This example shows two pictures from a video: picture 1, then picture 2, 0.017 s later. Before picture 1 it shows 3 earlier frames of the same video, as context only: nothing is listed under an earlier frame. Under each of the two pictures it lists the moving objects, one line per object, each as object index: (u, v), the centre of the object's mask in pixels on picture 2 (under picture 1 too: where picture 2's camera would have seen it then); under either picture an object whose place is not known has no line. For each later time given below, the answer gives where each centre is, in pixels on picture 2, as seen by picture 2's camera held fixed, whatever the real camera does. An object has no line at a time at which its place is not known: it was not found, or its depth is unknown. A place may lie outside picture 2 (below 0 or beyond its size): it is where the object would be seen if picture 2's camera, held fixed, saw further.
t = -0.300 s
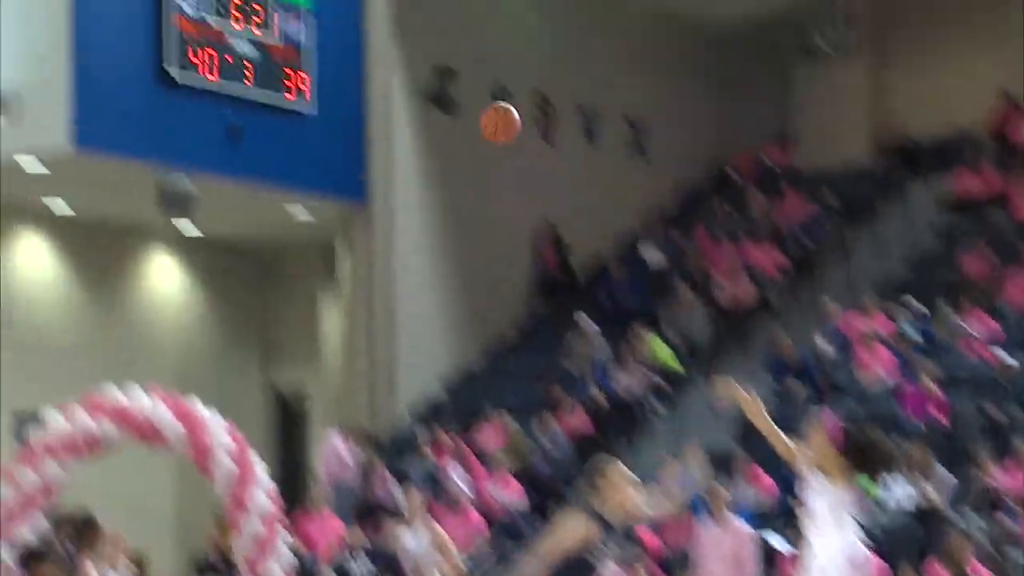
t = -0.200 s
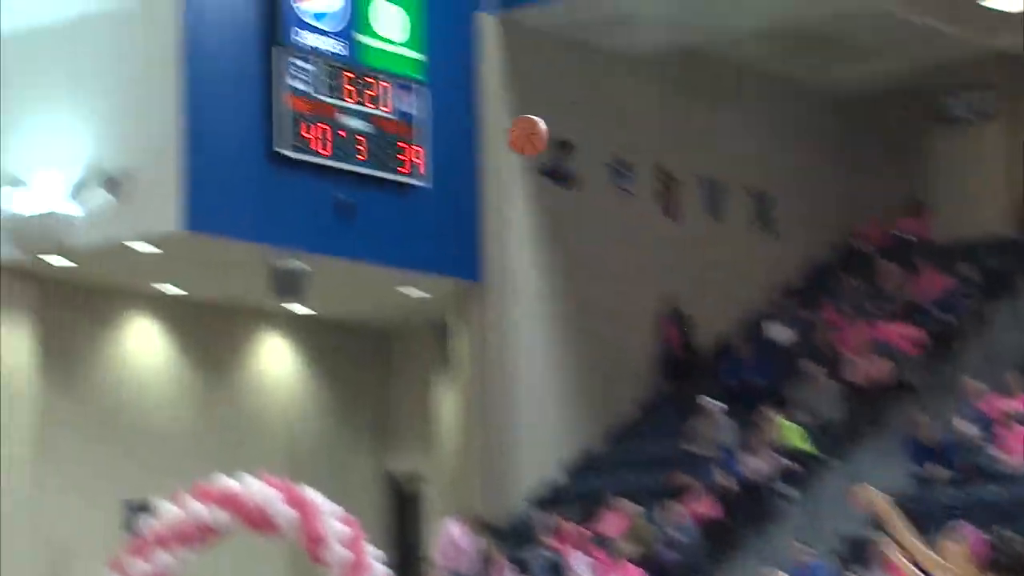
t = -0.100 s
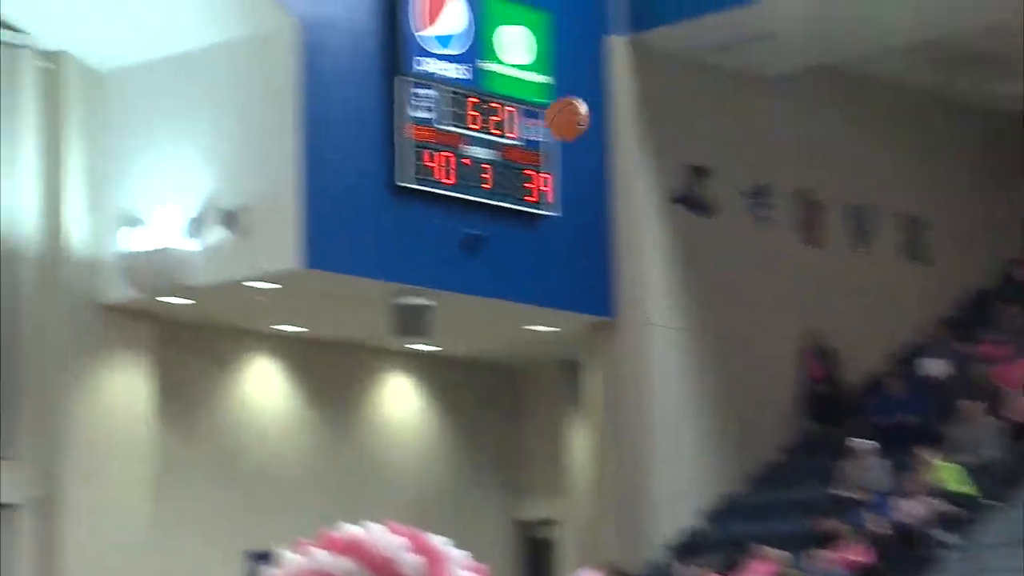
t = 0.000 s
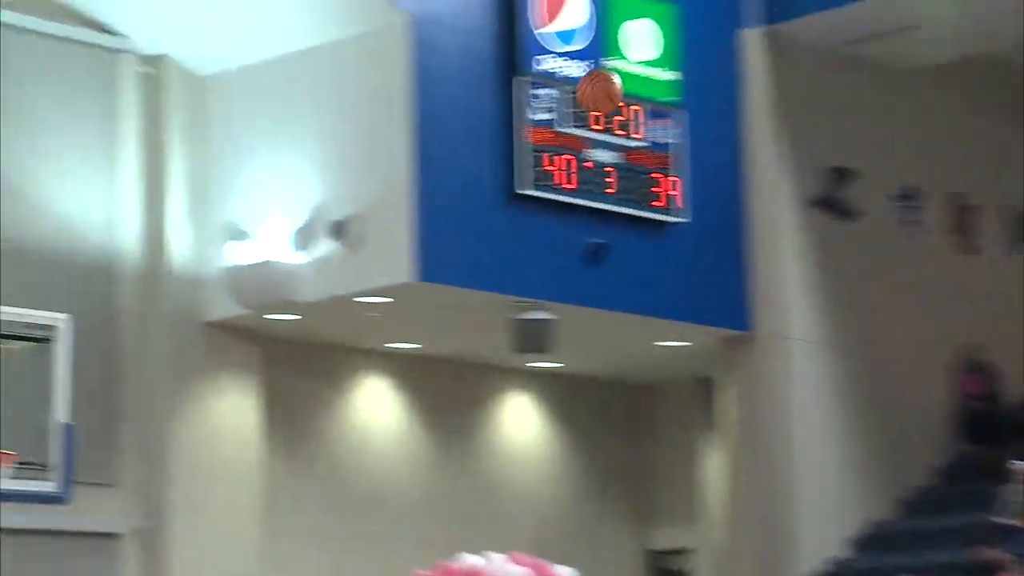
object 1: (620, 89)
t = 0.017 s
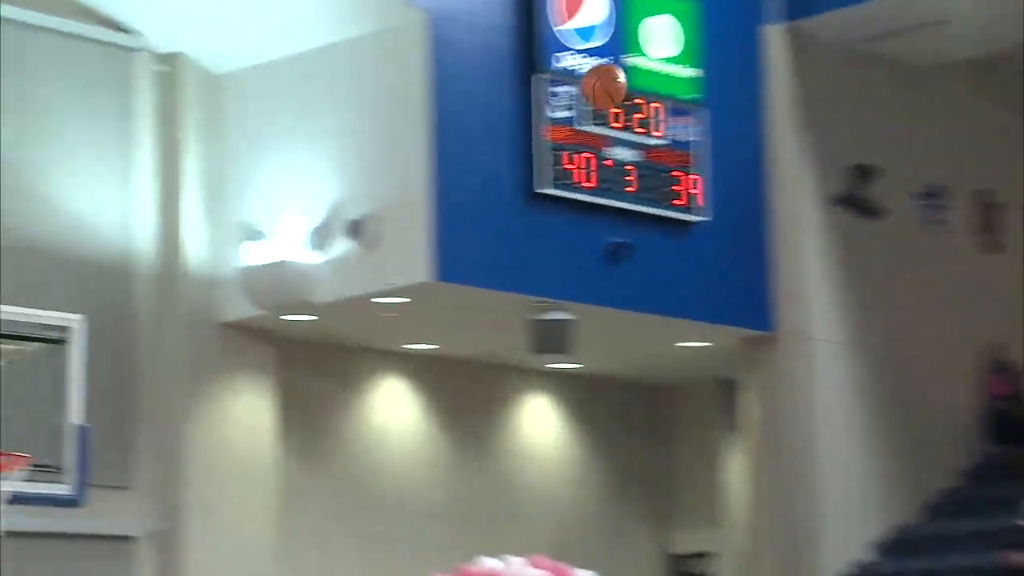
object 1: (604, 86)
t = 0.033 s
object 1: (588, 85)
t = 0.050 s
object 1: (571, 84)
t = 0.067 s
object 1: (555, 82)
